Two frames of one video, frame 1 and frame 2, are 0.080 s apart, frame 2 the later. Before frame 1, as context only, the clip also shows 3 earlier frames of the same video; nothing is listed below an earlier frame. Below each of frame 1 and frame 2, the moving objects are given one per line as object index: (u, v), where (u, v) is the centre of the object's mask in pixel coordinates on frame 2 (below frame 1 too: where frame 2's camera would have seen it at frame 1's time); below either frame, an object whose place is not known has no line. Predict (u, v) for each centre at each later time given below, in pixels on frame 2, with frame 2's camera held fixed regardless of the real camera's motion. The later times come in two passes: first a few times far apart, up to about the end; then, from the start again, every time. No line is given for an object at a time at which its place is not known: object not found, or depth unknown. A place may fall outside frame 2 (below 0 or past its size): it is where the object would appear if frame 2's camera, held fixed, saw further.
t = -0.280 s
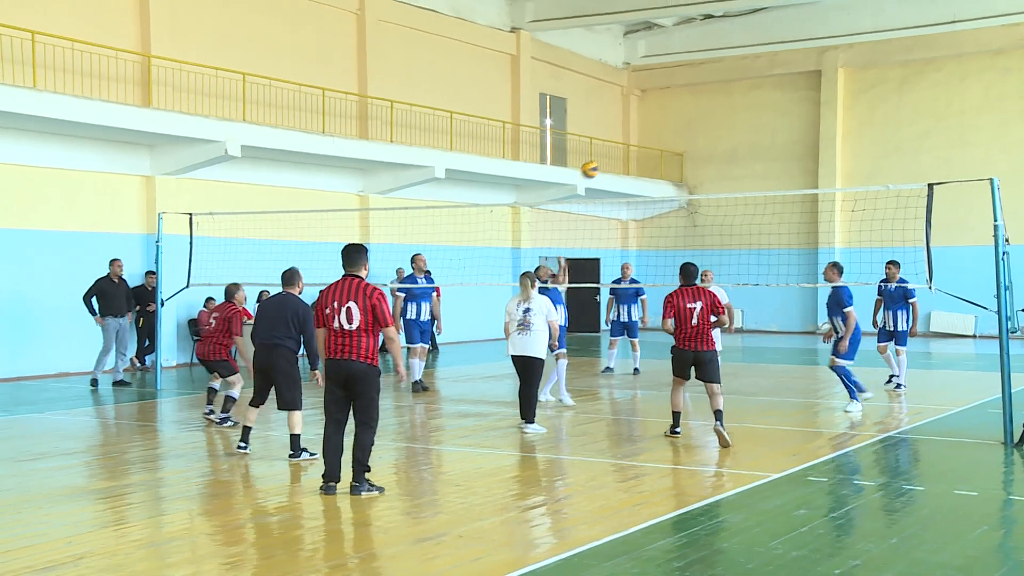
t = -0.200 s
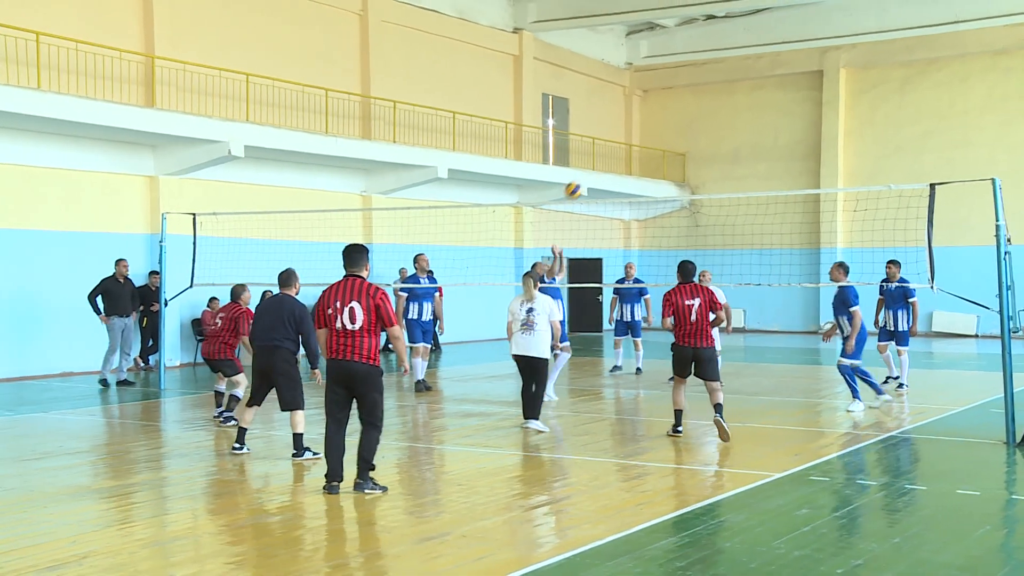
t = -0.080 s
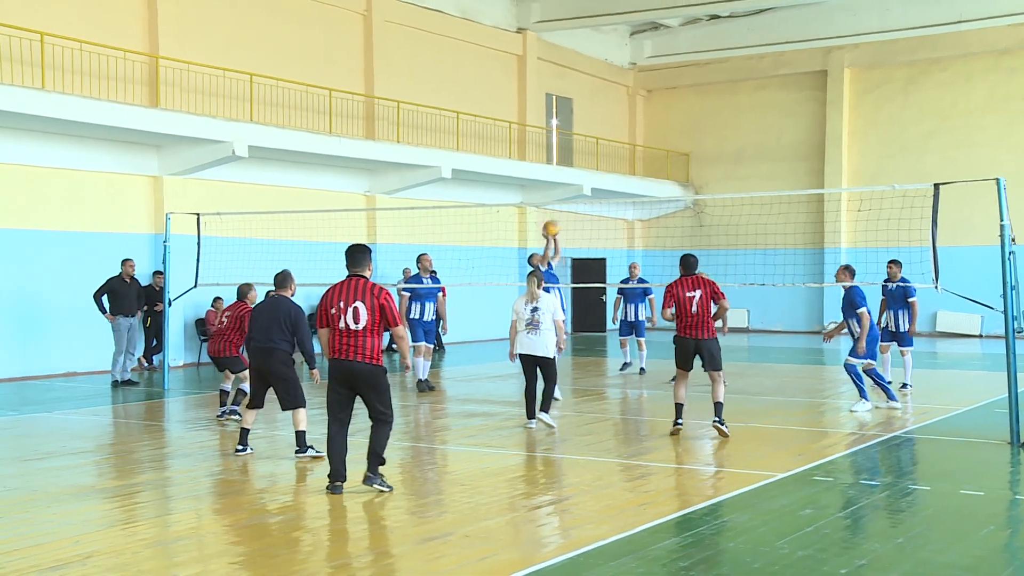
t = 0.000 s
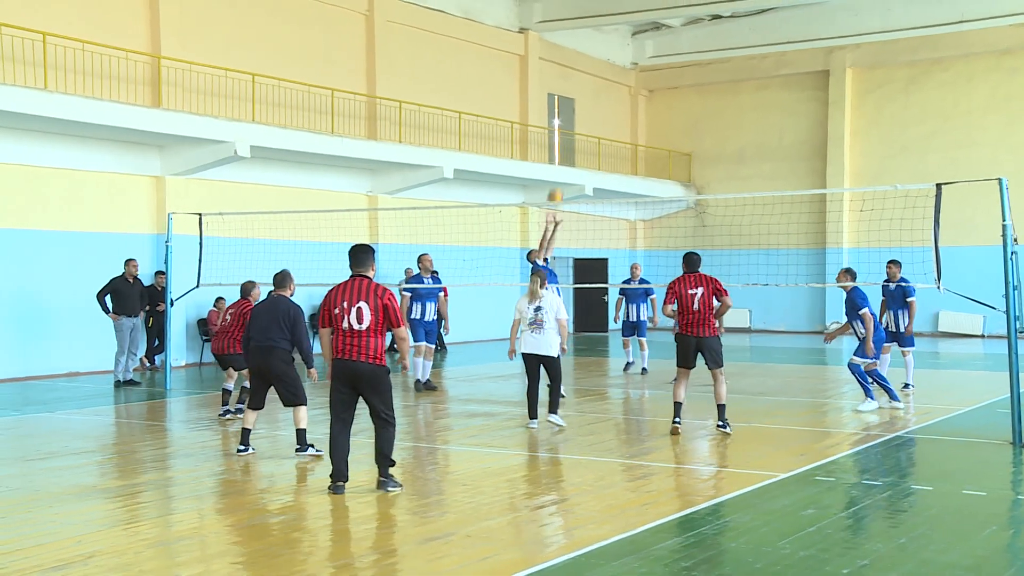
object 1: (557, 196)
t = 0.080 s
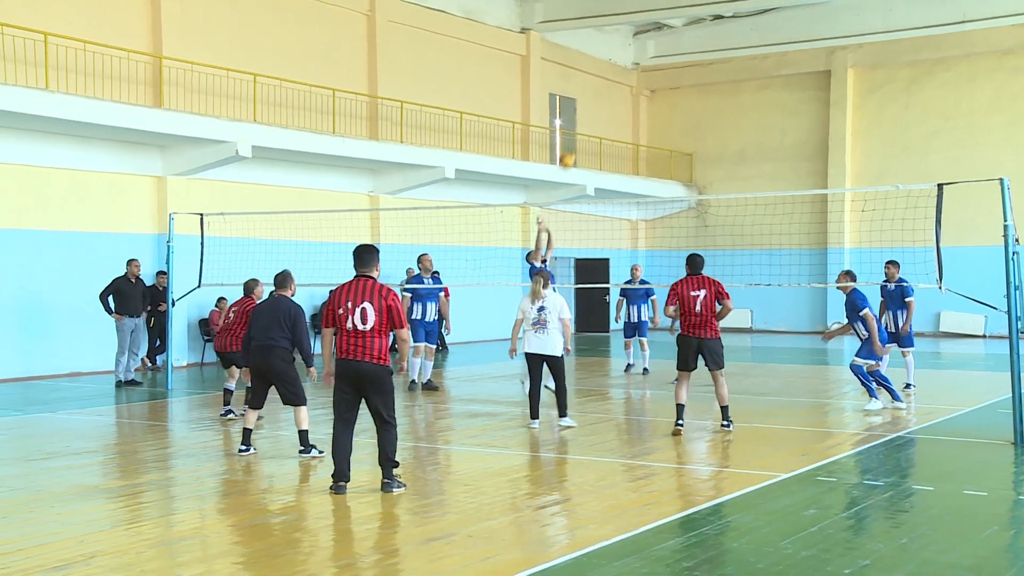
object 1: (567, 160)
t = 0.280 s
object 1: (590, 85)
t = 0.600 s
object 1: (631, 31)
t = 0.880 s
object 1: (667, 51)
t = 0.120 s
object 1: (572, 143)
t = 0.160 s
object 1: (576, 127)
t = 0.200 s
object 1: (581, 111)
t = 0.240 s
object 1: (585, 98)
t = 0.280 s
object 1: (590, 85)
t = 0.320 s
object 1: (596, 74)
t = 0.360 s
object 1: (601, 64)
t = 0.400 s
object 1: (606, 56)
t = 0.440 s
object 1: (611, 49)
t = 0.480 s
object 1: (616, 42)
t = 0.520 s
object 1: (621, 37)
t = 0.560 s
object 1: (626, 34)
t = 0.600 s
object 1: (631, 31)
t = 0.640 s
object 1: (636, 30)
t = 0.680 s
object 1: (642, 30)
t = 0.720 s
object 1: (647, 32)
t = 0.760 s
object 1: (652, 35)
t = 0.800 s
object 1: (657, 39)
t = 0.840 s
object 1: (662, 44)
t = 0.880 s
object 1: (667, 51)
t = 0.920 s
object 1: (673, 59)
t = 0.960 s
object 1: (678, 70)
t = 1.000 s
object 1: (684, 80)
